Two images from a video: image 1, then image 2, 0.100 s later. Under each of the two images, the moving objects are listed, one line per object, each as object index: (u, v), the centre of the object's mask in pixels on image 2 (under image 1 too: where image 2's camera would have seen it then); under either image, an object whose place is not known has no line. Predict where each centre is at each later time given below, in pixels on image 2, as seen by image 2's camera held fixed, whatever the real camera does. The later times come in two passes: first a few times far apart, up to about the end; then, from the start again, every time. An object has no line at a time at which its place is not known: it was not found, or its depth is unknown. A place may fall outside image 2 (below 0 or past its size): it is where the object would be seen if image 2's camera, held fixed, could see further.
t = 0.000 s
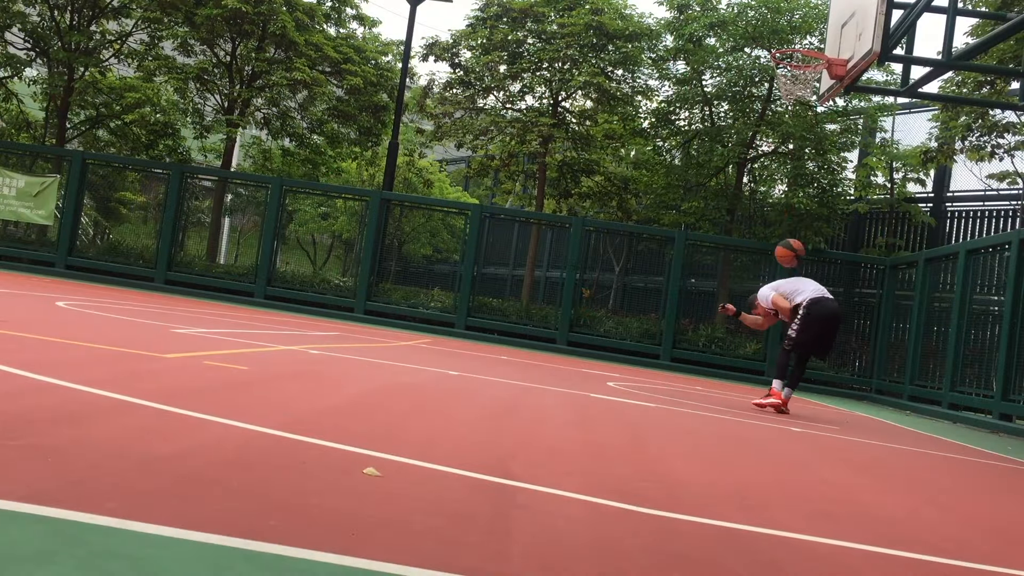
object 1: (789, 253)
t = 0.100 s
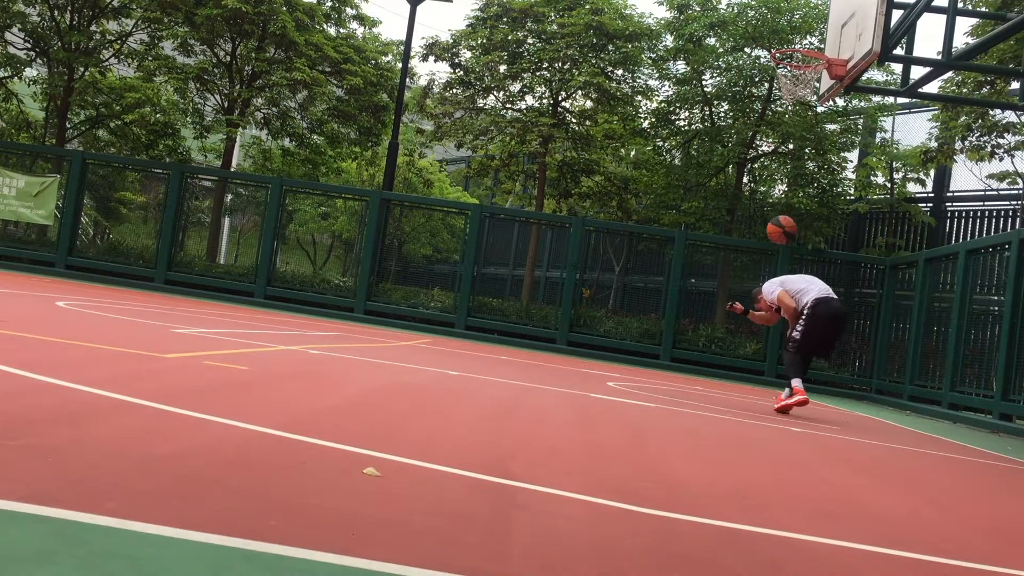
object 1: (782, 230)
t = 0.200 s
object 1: (772, 218)
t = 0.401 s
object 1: (748, 227)
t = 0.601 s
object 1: (717, 285)
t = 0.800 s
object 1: (681, 378)
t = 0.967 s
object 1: (686, 295)
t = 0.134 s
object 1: (779, 224)
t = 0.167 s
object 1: (775, 220)
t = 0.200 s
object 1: (772, 218)
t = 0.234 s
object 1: (768, 216)
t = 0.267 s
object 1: (765, 215)
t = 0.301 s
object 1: (761, 217)
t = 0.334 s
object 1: (757, 219)
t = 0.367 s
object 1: (752, 223)
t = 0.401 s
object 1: (748, 227)
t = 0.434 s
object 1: (743, 233)
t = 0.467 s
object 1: (738, 241)
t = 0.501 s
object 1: (733, 250)
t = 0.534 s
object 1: (728, 261)
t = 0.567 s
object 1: (722, 272)
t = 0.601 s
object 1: (717, 285)
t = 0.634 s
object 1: (711, 297)
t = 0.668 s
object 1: (705, 314)
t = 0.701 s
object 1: (699, 331)
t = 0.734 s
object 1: (692, 351)
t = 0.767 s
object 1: (685, 374)
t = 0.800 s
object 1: (681, 378)
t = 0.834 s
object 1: (683, 359)
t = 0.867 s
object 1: (683, 341)
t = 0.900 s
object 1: (684, 325)
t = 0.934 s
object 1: (685, 309)
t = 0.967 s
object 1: (686, 295)
